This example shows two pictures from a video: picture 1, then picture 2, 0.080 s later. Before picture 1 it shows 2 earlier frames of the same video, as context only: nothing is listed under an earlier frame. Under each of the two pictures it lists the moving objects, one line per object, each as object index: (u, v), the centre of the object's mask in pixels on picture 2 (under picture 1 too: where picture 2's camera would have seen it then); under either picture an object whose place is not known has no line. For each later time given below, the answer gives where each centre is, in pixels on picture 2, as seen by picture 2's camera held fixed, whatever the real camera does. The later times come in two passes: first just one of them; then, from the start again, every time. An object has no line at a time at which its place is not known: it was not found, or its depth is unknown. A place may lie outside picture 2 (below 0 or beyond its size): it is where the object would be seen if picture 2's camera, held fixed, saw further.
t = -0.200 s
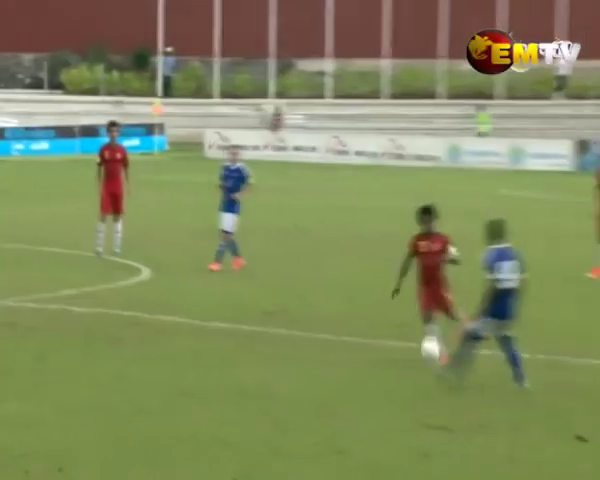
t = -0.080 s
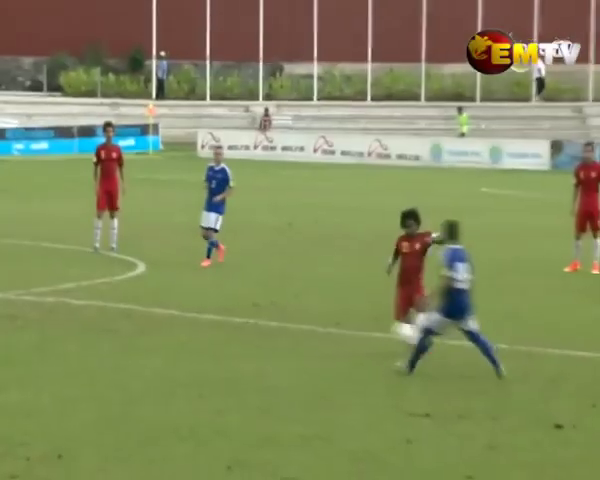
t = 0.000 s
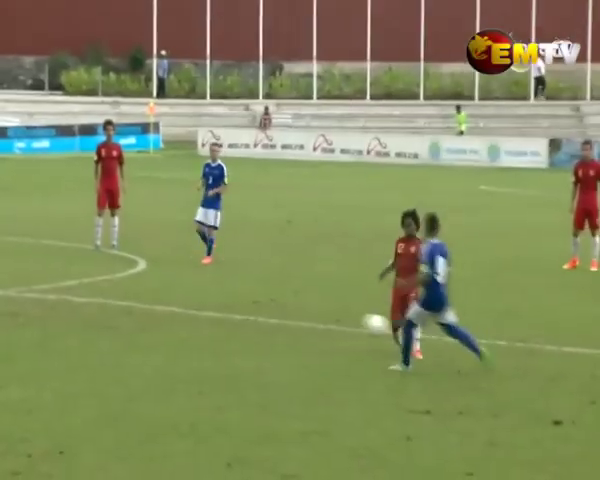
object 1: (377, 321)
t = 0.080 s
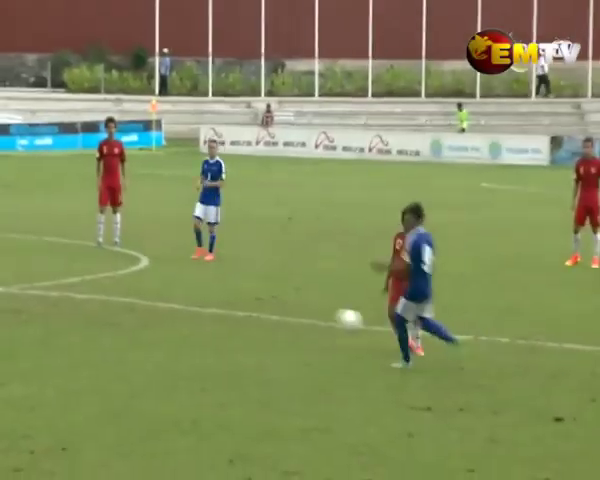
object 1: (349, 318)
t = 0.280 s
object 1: (273, 342)
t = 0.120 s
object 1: (334, 321)
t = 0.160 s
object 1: (319, 322)
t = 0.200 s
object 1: (304, 326)
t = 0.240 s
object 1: (289, 333)
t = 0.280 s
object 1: (273, 342)
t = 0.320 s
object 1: (257, 353)
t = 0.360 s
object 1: (241, 365)
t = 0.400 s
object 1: (224, 380)
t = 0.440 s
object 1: (210, 395)
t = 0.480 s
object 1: (199, 415)
